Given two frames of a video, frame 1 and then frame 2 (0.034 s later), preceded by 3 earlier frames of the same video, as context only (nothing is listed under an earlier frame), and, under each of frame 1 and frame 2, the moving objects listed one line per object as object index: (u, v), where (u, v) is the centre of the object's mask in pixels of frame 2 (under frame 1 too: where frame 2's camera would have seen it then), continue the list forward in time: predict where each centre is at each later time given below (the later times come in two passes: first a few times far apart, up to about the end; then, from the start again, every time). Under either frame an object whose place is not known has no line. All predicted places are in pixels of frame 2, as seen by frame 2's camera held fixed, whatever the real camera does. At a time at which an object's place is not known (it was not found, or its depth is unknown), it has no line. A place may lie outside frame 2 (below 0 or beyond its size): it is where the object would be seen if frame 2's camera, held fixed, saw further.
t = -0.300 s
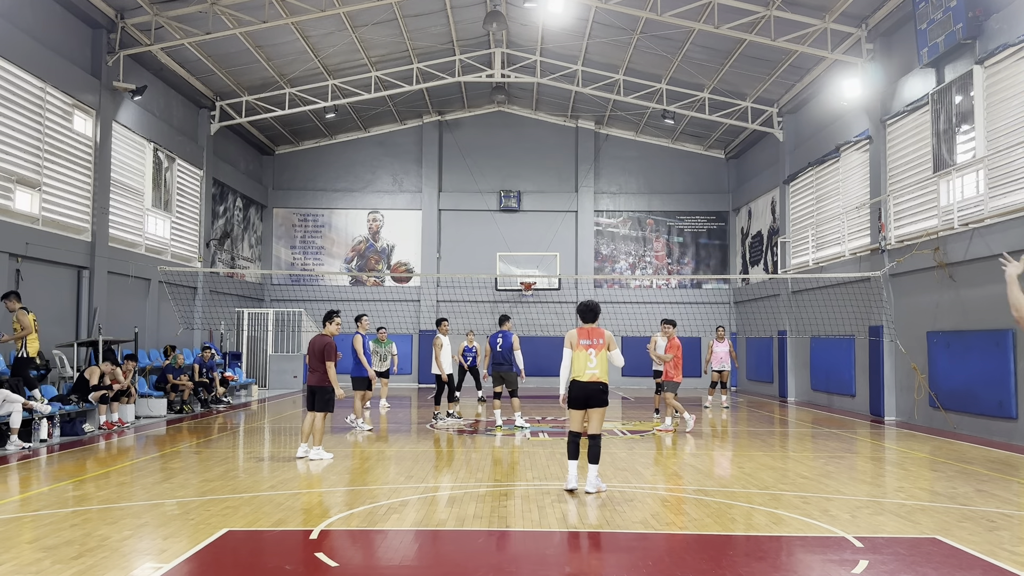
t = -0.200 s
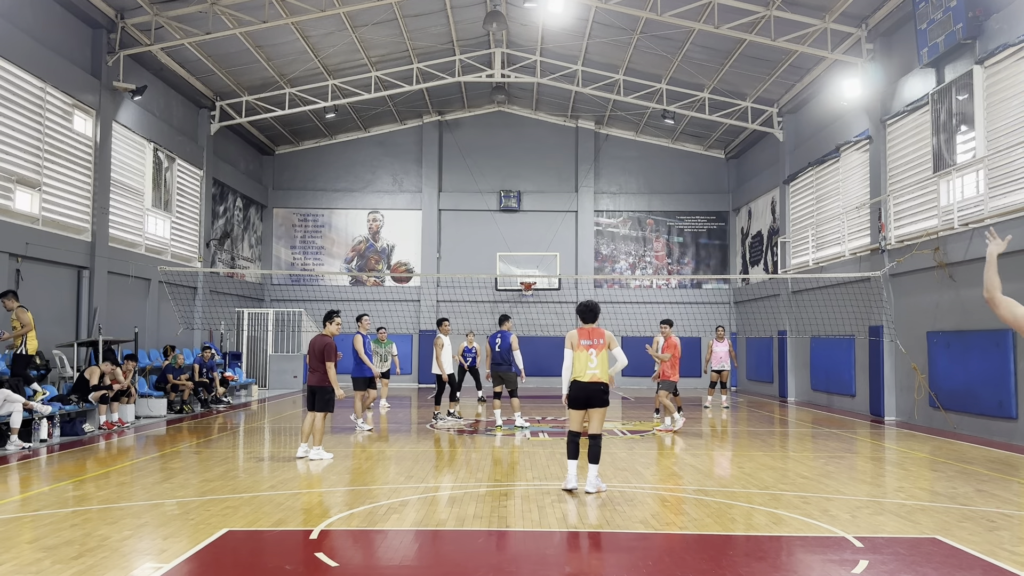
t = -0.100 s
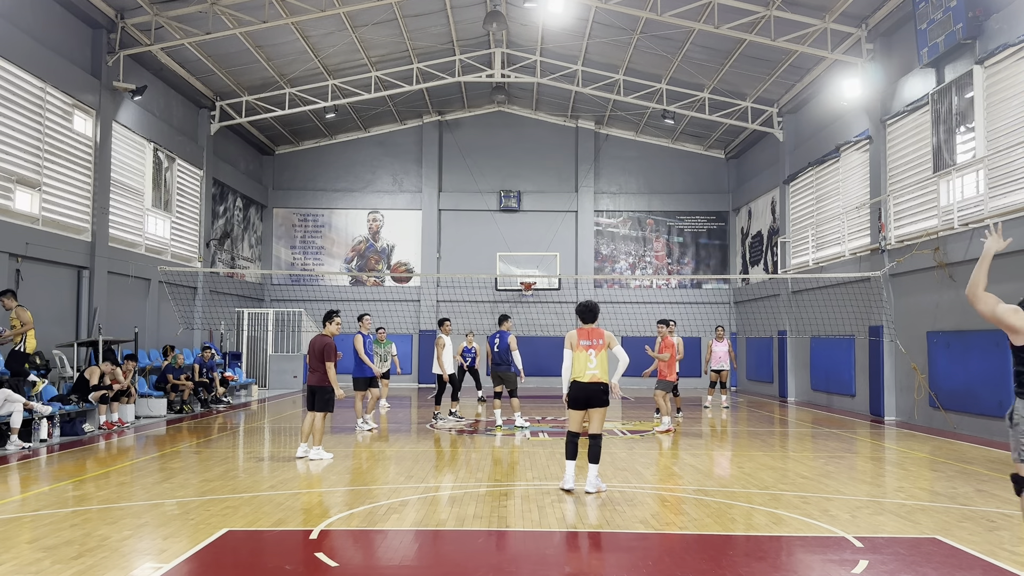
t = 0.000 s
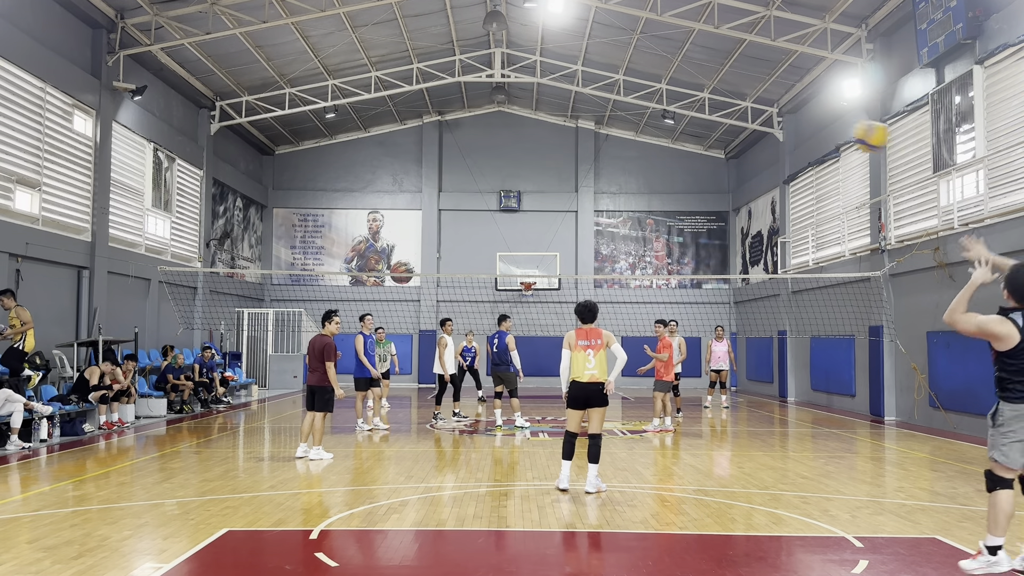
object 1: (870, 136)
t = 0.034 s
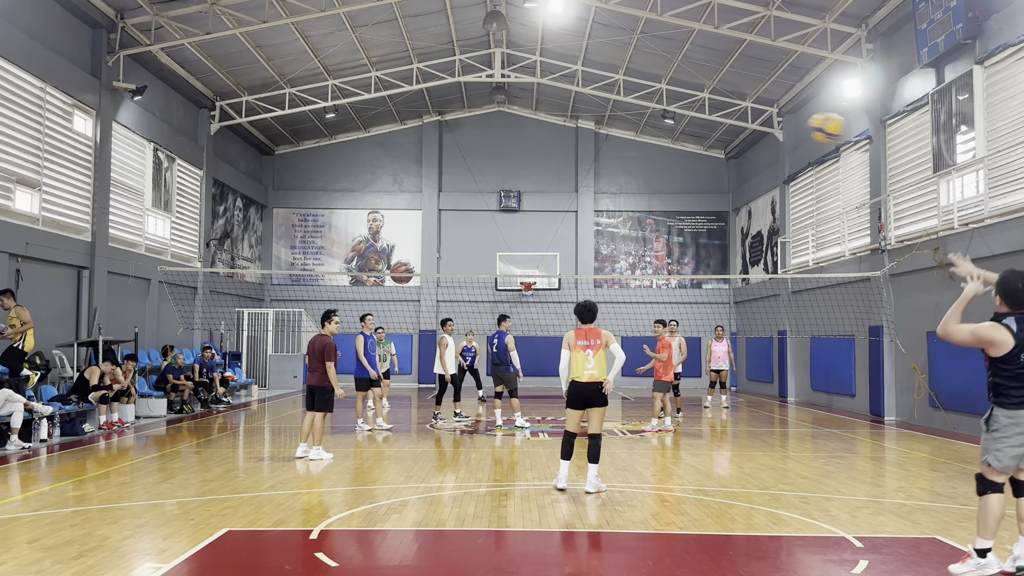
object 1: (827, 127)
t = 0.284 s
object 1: (631, 113)
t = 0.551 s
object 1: (535, 157)
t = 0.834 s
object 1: (481, 228)
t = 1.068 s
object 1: (456, 295)
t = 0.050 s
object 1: (807, 123)
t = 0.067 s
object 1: (789, 120)
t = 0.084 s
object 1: (772, 118)
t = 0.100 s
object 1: (756, 115)
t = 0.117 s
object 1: (741, 114)
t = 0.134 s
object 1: (726, 113)
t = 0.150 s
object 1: (713, 112)
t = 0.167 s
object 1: (701, 111)
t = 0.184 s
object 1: (689, 110)
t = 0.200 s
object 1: (678, 111)
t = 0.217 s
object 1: (668, 111)
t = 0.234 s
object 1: (658, 111)
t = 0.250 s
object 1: (649, 111)
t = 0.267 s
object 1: (640, 112)
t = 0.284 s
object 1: (631, 113)
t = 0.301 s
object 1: (624, 115)
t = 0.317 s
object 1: (615, 117)
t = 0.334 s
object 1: (607, 118)
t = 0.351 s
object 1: (601, 121)
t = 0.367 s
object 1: (594, 123)
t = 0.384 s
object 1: (587, 125)
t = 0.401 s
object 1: (581, 128)
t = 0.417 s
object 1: (575, 131)
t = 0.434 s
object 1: (570, 133)
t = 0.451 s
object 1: (564, 136)
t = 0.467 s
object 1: (559, 139)
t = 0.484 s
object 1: (554, 143)
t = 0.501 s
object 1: (549, 146)
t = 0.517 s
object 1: (544, 149)
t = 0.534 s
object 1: (539, 153)
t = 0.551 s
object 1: (535, 157)
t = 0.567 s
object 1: (531, 160)
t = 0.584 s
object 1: (527, 164)
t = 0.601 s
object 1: (523, 168)
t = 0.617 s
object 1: (519, 172)
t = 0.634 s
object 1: (516, 175)
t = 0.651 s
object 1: (512, 179)
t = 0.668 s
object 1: (508, 184)
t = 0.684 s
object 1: (505, 188)
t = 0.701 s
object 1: (502, 192)
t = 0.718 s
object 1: (499, 197)
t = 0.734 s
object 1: (497, 201)
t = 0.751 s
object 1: (494, 206)
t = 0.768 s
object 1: (491, 210)
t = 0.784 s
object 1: (488, 215)
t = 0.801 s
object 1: (486, 219)
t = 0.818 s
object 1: (484, 224)
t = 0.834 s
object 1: (481, 228)
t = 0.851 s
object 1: (479, 233)
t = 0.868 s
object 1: (477, 238)
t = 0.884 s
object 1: (475, 243)
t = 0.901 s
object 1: (473, 247)
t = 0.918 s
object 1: (471, 252)
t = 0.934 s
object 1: (469, 257)
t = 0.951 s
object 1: (467, 262)
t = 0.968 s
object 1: (465, 266)
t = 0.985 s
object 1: (464, 270)
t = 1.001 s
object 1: (462, 276)
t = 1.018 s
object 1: (461, 281)
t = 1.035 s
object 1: (459, 285)
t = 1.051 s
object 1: (458, 290)
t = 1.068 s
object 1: (456, 295)
